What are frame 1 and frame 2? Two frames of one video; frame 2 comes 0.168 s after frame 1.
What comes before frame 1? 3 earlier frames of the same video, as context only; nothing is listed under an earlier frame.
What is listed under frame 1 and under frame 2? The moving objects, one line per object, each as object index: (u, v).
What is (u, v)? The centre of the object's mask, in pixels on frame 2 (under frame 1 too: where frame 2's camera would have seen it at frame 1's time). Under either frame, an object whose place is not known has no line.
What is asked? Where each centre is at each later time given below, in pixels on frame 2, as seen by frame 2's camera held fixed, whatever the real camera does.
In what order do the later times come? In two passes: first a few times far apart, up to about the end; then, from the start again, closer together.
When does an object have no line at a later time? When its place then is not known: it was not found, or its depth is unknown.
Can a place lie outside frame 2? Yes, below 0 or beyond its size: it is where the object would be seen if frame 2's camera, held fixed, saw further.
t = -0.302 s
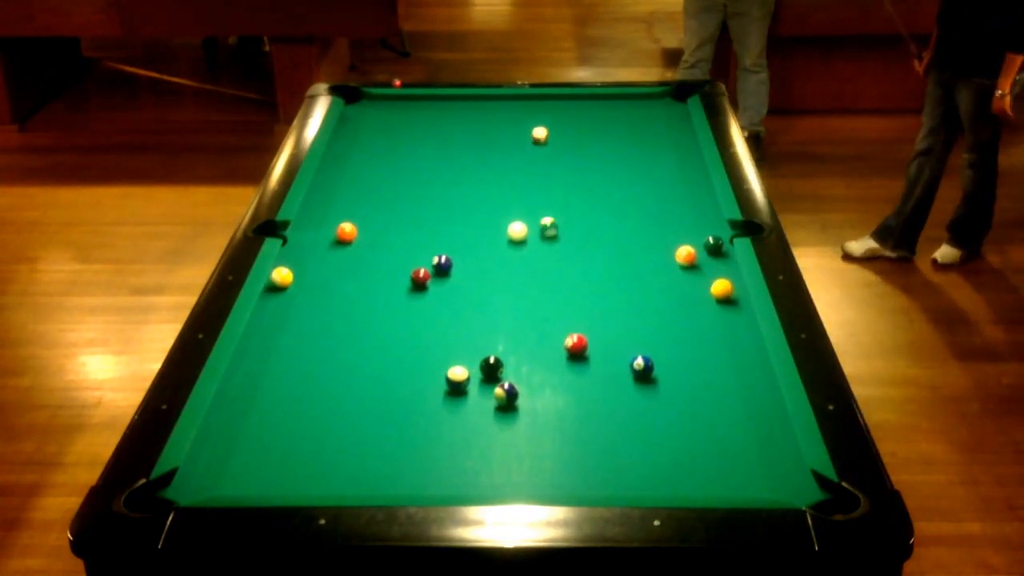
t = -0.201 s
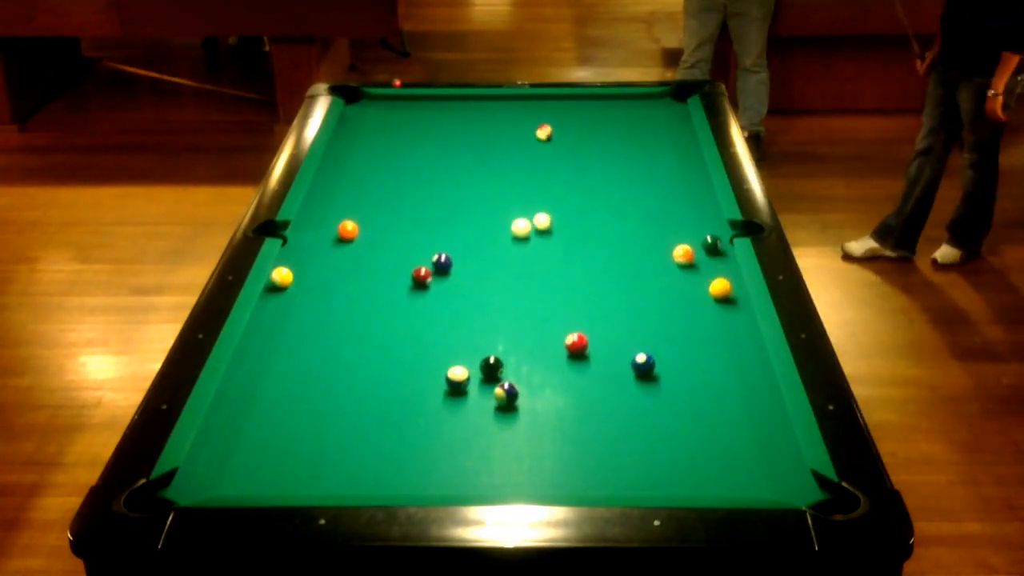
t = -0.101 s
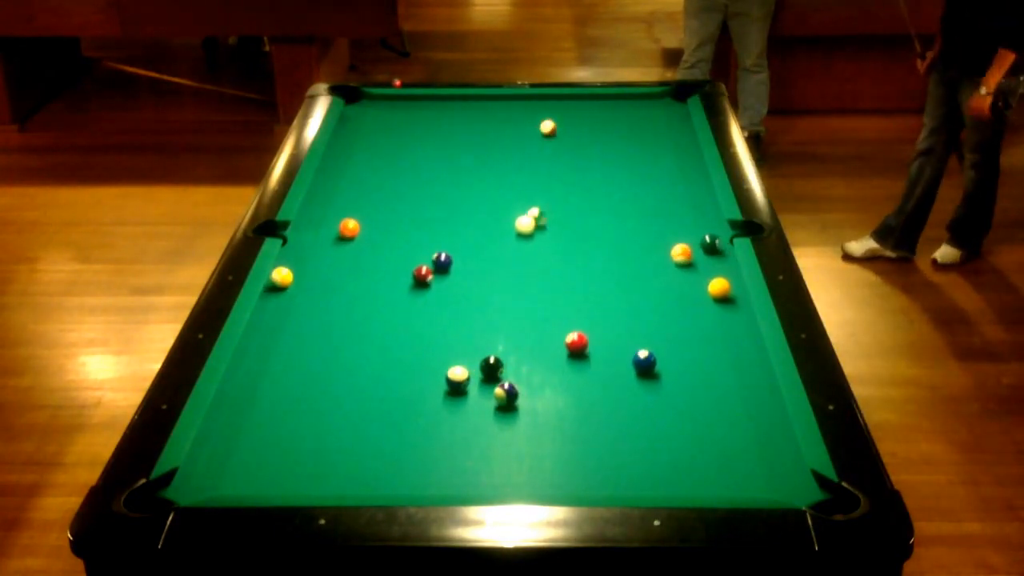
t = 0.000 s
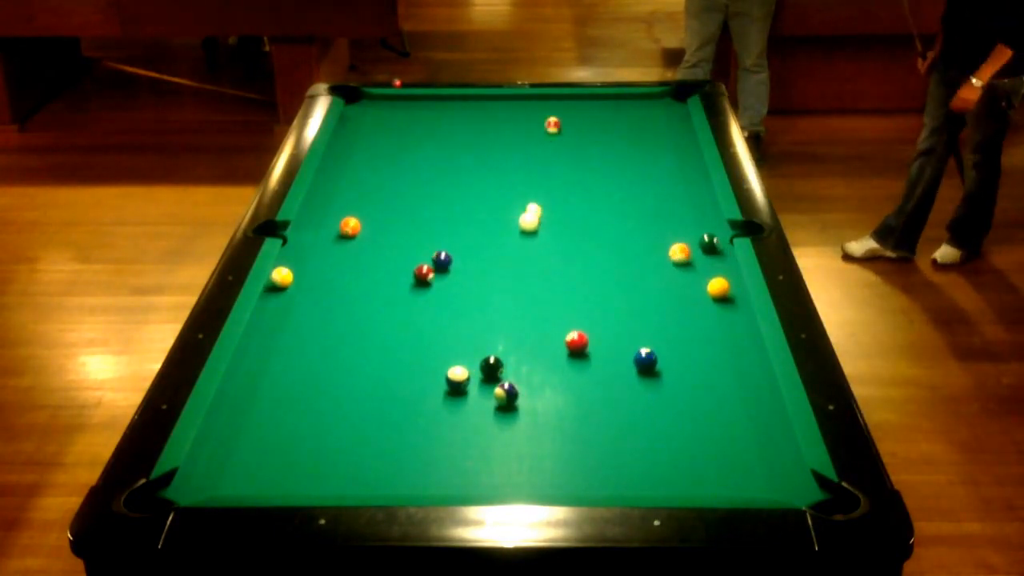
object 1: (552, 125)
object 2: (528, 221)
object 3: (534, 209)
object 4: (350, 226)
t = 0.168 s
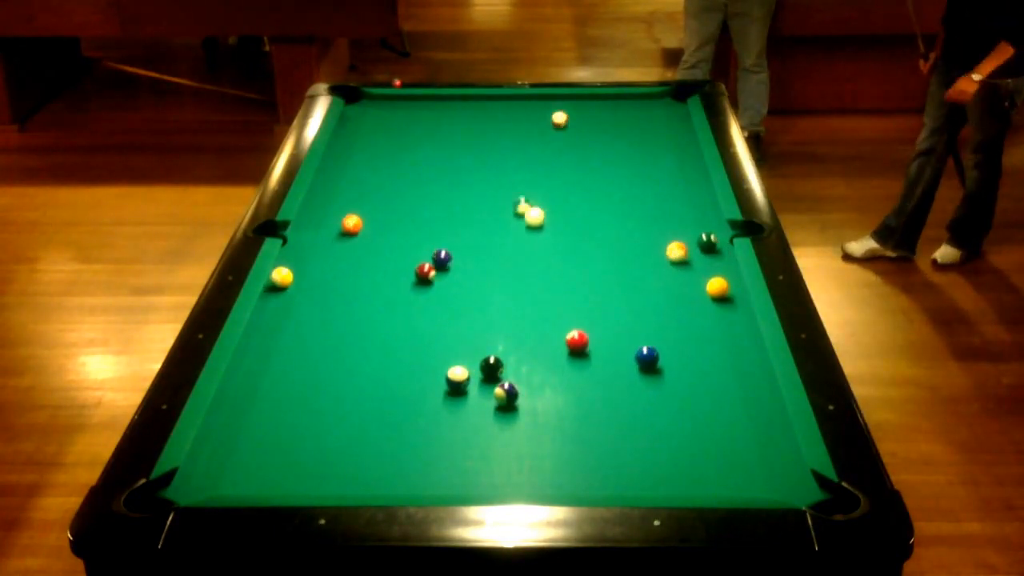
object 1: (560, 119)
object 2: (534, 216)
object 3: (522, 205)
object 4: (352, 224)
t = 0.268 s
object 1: (563, 117)
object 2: (538, 214)
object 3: (517, 200)
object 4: (353, 222)
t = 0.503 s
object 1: (571, 110)
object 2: (545, 208)
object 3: (508, 191)
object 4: (355, 220)
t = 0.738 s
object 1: (579, 104)
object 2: (551, 203)
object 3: (497, 185)
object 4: (356, 218)
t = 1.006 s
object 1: (586, 98)
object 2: (557, 198)
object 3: (488, 176)
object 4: (358, 217)
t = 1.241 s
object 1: (592, 97)
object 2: (562, 194)
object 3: (480, 166)
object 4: (358, 216)
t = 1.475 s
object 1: (596, 99)
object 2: (566, 191)
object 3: (472, 160)
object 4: (358, 216)
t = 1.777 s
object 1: (600, 102)
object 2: (570, 188)
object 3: (467, 154)
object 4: (358, 216)
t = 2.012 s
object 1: (602, 103)
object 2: (573, 186)
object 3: (461, 144)
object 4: (358, 216)
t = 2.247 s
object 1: (603, 104)
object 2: (575, 185)
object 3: (456, 145)
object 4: (359, 216)
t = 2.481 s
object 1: (604, 105)
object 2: (576, 184)
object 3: (450, 138)
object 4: (359, 216)
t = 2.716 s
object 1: (605, 105)
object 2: (576, 183)
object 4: (359, 216)
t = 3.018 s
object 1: (605, 106)
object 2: (576, 183)
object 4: (359, 216)
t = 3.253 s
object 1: (605, 106)
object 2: (576, 183)
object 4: (359, 216)
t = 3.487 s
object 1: (605, 105)
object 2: (576, 183)
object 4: (359, 216)
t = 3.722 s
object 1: (605, 105)
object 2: (576, 183)
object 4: (359, 216)
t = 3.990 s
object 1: (605, 105)
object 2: (576, 183)
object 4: (359, 216)
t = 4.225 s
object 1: (605, 105)
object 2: (576, 183)
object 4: (359, 216)
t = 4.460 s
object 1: (605, 105)
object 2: (576, 183)
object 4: (359, 216)
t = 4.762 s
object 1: (605, 105)
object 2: (576, 183)
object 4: (359, 216)
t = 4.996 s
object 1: (605, 105)
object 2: (576, 183)
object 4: (359, 216)
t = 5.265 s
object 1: (605, 105)
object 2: (576, 183)
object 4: (359, 216)
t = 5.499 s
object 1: (605, 105)
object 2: (576, 183)
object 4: (359, 216)
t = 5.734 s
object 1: (605, 105)
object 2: (576, 183)
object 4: (359, 216)
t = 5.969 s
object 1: (605, 105)
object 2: (576, 183)
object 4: (359, 216)
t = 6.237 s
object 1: (605, 105)
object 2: (576, 183)
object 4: (359, 216)
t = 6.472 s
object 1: (605, 105)
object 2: (576, 183)
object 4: (359, 216)
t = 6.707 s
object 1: (605, 105)
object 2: (576, 183)
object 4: (359, 216)
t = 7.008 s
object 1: (605, 105)
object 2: (576, 183)
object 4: (359, 216)
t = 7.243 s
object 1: (605, 105)
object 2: (576, 183)
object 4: (359, 216)
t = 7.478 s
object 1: (605, 105)
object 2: (576, 183)
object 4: (359, 216)
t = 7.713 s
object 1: (605, 105)
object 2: (576, 183)
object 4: (359, 216)
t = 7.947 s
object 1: (605, 105)
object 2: (576, 183)
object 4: (359, 216)
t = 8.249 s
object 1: (605, 105)
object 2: (576, 183)
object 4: (359, 216)
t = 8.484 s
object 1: (605, 105)
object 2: (576, 183)
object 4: (359, 216)
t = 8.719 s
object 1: (605, 105)
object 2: (576, 183)
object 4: (359, 216)
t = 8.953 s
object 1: (605, 105)
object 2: (576, 183)
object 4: (359, 216)
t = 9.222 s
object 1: (605, 105)
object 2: (576, 183)
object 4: (359, 216)
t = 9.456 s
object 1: (605, 105)
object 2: (576, 184)
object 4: (359, 216)
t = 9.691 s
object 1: (605, 105)
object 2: (576, 184)
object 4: (359, 216)
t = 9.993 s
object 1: (605, 105)
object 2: (576, 184)
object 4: (359, 216)
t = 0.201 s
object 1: (561, 118)
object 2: (535, 215)
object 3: (521, 205)
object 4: (352, 223)
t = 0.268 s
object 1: (563, 117)
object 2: (538, 214)
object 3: (517, 200)
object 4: (353, 222)
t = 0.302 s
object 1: (564, 117)
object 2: (539, 213)
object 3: (515, 198)
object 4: (353, 222)
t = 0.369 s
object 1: (566, 114)
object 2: (541, 211)
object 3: (512, 197)
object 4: (354, 221)
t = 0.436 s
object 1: (569, 111)
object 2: (543, 210)
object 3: (511, 195)
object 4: (354, 221)
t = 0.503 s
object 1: (571, 110)
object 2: (545, 208)
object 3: (508, 191)
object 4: (355, 220)
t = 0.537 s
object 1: (573, 110)
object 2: (546, 207)
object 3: (506, 189)
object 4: (355, 220)
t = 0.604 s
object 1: (575, 108)
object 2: (547, 206)
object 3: (502, 188)
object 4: (355, 219)
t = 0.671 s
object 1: (577, 106)
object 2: (549, 204)
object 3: (500, 187)
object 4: (356, 219)
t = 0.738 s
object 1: (579, 104)
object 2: (551, 203)
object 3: (497, 185)
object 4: (356, 218)
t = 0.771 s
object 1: (581, 103)
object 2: (552, 202)
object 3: (496, 182)
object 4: (357, 218)
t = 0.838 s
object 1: (582, 102)
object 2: (553, 201)
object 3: (492, 178)
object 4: (357, 217)
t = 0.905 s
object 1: (584, 101)
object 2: (555, 200)
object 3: (489, 175)
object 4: (357, 217)
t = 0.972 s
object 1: (586, 99)
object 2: (556, 199)
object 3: (487, 175)
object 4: (358, 217)
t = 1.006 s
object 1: (586, 98)
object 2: (557, 198)
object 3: (488, 176)
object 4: (358, 217)
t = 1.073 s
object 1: (588, 97)
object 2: (558, 197)
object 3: (486, 172)
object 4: (358, 216)
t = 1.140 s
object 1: (590, 96)
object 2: (560, 196)
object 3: (483, 169)
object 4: (358, 216)
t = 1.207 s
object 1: (592, 97)
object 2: (561, 195)
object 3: (481, 166)
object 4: (358, 216)
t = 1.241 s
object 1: (592, 97)
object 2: (562, 194)
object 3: (480, 166)
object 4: (358, 216)
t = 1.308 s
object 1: (593, 98)
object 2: (563, 193)
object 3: (478, 168)
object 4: (358, 216)
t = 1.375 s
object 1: (595, 98)
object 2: (564, 193)
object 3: (476, 165)
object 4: (358, 216)
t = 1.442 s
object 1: (596, 99)
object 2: (565, 192)
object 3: (474, 161)
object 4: (358, 216)
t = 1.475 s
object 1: (596, 99)
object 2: (566, 191)
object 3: (472, 160)
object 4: (358, 216)
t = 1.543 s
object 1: (598, 100)
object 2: (567, 190)
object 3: (470, 157)
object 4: (358, 216)
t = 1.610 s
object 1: (598, 101)
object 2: (568, 189)
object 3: (467, 156)
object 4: (358, 216)
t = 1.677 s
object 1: (599, 101)
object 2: (569, 189)
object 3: (468, 158)
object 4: (358, 216)
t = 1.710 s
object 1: (599, 102)
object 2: (569, 188)
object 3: (468, 157)
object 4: (358, 216)
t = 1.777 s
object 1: (600, 102)
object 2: (570, 188)
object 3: (467, 154)
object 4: (358, 216)
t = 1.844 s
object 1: (600, 102)
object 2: (571, 187)
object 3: (465, 151)
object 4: (359, 216)
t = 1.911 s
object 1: (601, 103)
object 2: (572, 187)
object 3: (463, 148)
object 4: (358, 216)
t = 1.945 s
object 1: (601, 103)
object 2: (572, 187)
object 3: (462, 147)
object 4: (358, 216)
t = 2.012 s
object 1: (602, 103)
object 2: (573, 186)
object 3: (461, 144)
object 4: (358, 216)
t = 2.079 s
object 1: (602, 103)
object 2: (573, 186)
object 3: (459, 151)
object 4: (358, 216)
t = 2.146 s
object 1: (602, 104)
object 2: (574, 185)
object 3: (458, 149)
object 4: (358, 216)
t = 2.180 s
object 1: (603, 104)
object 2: (574, 185)
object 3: (457, 148)
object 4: (359, 216)
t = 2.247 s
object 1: (603, 104)
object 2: (575, 185)
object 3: (456, 145)
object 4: (359, 216)
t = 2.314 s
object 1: (604, 105)
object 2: (575, 184)
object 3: (454, 143)
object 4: (359, 216)
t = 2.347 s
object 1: (604, 104)
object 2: (575, 184)
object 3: (453, 141)
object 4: (359, 216)
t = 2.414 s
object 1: (604, 104)
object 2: (575, 184)
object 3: (451, 139)
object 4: (359, 216)
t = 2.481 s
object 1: (604, 105)
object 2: (576, 184)
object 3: (450, 138)
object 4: (359, 216)
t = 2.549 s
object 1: (605, 105)
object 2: (576, 183)
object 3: (448, 137)
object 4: (359, 216)
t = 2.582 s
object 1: (605, 105)
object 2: (576, 183)
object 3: (447, 138)
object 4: (359, 216)
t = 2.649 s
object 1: (605, 105)
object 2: (576, 183)
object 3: (446, 138)
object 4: (359, 216)
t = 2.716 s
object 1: (605, 105)
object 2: (576, 183)
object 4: (359, 216)
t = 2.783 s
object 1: (605, 105)
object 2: (576, 183)
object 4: (359, 216)
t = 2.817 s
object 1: (605, 105)
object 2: (576, 183)
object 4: (359, 216)
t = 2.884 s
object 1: (605, 105)
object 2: (576, 183)
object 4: (359, 216)
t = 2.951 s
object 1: (605, 106)
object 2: (576, 183)
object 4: (359, 216)
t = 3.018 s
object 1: (605, 106)
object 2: (576, 183)
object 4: (359, 216)
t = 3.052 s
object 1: (605, 106)
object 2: (576, 183)
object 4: (359, 216)
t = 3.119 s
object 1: (605, 105)
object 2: (576, 183)
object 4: (359, 216)
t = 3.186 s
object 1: (605, 105)
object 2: (576, 183)
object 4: (359, 216)
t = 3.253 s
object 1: (605, 106)
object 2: (576, 183)
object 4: (359, 216)
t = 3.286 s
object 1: (605, 105)
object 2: (576, 183)
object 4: (359, 216)
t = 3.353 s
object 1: (605, 105)
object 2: (576, 183)
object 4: (359, 216)
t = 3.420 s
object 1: (605, 105)
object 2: (576, 183)
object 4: (359, 216)
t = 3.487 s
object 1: (605, 105)
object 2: (576, 183)
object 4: (359, 216)
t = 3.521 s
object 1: (605, 105)
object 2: (576, 183)
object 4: (359, 216)
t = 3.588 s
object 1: (605, 105)
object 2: (576, 183)
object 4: (359, 216)
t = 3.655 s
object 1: (605, 105)
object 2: (576, 183)
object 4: (359, 216)
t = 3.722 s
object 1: (605, 105)
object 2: (576, 183)
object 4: (359, 216)
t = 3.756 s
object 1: (605, 105)
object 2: (576, 183)
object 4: (359, 216)
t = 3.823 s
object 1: (605, 105)
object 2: (576, 183)
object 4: (359, 216)
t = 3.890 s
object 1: (605, 105)
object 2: (576, 183)
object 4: (359, 216)
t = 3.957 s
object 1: (605, 105)
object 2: (576, 183)
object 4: (359, 216)
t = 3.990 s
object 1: (605, 105)
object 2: (576, 183)
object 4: (359, 216)
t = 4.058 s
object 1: (605, 105)
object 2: (576, 183)
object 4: (359, 216)
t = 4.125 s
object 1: (605, 105)
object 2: (576, 183)
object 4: (359, 216)
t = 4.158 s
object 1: (605, 105)
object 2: (576, 183)
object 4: (359, 216)
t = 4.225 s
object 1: (605, 105)
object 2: (576, 183)
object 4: (359, 216)
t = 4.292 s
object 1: (605, 105)
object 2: (576, 183)
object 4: (359, 216)
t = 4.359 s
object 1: (605, 105)
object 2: (576, 183)
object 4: (359, 216)
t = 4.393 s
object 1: (605, 105)
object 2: (576, 183)
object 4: (359, 216)
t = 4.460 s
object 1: (605, 105)
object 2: (576, 183)
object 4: (359, 216)
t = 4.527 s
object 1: (605, 105)
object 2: (576, 183)
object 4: (359, 216)
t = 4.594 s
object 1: (605, 105)
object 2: (576, 183)
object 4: (359, 216)
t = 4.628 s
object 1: (605, 105)
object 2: (576, 183)
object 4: (359, 216)
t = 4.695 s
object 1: (605, 105)
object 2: (576, 183)
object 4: (359, 216)
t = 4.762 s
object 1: (605, 105)
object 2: (576, 183)
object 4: (359, 216)
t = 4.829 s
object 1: (605, 105)
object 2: (576, 183)
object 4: (359, 216)
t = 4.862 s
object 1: (605, 105)
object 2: (576, 183)
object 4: (359, 216)
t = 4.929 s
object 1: (605, 105)
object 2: (576, 183)
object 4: (359, 216)
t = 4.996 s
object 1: (605, 105)
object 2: (576, 183)
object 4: (359, 216)
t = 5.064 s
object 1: (605, 105)
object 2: (576, 183)
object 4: (359, 216)
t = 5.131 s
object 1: (605, 105)
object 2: (576, 183)
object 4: (359, 216)
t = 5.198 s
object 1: (605, 105)
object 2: (576, 183)
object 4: (359, 216)
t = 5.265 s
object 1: (605, 105)
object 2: (576, 183)
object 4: (359, 216)
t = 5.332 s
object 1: (605, 105)
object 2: (576, 183)
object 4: (359, 216)
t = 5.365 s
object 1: (605, 105)
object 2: (576, 183)
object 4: (359, 216)
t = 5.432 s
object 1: (605, 105)
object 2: (576, 183)
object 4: (359, 216)
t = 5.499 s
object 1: (605, 105)
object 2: (576, 183)
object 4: (359, 216)
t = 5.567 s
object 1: (605, 105)
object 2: (576, 183)
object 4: (359, 216)
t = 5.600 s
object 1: (605, 105)
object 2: (576, 183)
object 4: (359, 216)
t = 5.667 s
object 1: (605, 105)
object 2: (576, 183)
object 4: (359, 216)
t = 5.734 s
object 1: (605, 105)
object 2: (576, 183)
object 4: (359, 216)
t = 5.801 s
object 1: (605, 105)
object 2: (576, 183)
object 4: (359, 216)
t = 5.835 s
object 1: (605, 105)
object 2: (576, 183)
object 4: (359, 216)
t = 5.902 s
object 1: (605, 105)
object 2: (576, 183)
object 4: (359, 216)
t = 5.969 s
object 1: (605, 105)
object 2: (576, 183)
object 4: (359, 216)
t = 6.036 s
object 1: (605, 105)
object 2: (576, 183)
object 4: (359, 216)
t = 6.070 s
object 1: (605, 105)
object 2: (576, 183)
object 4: (359, 216)
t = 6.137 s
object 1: (605, 105)
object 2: (576, 183)
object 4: (359, 216)
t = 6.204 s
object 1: (605, 105)
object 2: (576, 183)
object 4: (359, 216)
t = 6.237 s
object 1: (605, 105)
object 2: (576, 183)
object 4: (359, 216)
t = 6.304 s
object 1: (605, 105)
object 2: (576, 183)
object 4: (359, 216)
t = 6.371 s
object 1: (605, 105)
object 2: (576, 183)
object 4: (359, 216)
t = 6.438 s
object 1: (605, 105)
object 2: (576, 183)
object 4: (359, 216)
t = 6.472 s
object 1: (605, 105)
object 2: (576, 183)
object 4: (359, 216)
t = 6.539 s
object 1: (605, 105)
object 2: (576, 183)
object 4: (359, 216)
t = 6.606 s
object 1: (605, 105)
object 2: (576, 183)
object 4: (359, 216)
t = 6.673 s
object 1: (605, 105)
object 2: (576, 183)
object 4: (359, 216)
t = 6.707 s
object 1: (605, 105)
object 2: (576, 183)
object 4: (359, 216)
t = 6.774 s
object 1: (605, 105)
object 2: (576, 183)
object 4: (359, 216)
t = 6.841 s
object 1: (605, 105)
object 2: (576, 183)
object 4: (359, 216)
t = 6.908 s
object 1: (605, 105)
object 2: (576, 183)
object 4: (359, 216)
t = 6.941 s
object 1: (605, 105)
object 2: (576, 183)
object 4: (359, 216)
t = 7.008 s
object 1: (605, 105)
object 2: (576, 183)
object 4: (359, 216)
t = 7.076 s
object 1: (605, 105)
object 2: (576, 183)
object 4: (359, 216)
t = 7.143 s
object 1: (605, 105)
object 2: (576, 183)
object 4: (359, 216)
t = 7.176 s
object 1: (605, 105)
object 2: (576, 183)
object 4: (359, 216)
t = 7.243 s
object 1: (605, 105)
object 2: (576, 183)
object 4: (359, 216)
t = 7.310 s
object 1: (605, 105)
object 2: (576, 183)
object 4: (359, 216)
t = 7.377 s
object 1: (605, 105)
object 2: (576, 183)
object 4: (359, 216)
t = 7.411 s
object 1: (605, 105)
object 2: (576, 183)
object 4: (359, 216)
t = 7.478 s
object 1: (605, 105)
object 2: (576, 183)
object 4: (359, 216)
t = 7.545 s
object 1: (605, 105)
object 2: (576, 183)
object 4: (359, 216)
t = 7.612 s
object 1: (605, 105)
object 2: (576, 183)
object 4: (359, 216)
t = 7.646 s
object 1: (605, 105)
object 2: (576, 183)
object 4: (359, 216)
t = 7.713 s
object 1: (605, 105)
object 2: (576, 183)
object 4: (359, 216)
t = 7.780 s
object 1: (605, 105)
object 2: (576, 183)
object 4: (359, 216)
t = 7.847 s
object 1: (605, 105)
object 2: (576, 183)
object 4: (359, 216)
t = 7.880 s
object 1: (605, 105)
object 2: (576, 183)
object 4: (359, 216)
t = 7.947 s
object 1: (605, 105)
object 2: (576, 183)
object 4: (359, 216)
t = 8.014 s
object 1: (605, 105)
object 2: (576, 183)
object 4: (359, 216)
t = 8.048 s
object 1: (605, 105)
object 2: (576, 183)
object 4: (359, 216)
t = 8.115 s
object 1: (605, 105)
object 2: (576, 183)
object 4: (359, 216)
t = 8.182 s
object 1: (605, 105)
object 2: (576, 183)
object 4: (359, 216)
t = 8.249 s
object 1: (605, 105)
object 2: (576, 183)
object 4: (359, 216)
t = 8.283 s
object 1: (605, 105)
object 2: (576, 183)
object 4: (359, 216)
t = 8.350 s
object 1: (605, 105)
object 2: (576, 183)
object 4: (359, 216)
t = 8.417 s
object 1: (605, 105)
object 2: (576, 183)
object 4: (359, 216)
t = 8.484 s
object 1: (605, 105)
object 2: (576, 183)
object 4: (359, 216)
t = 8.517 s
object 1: (605, 105)
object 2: (576, 183)
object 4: (359, 216)
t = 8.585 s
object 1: (605, 105)
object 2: (576, 183)
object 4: (359, 216)
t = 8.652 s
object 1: (605, 105)
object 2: (576, 183)
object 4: (359, 216)
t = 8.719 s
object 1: (605, 105)
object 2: (576, 183)
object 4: (359, 216)
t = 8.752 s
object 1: (605, 105)
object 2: (576, 183)
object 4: (359, 216)
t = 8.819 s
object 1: (605, 105)
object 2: (576, 183)
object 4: (359, 216)
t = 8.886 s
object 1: (605, 105)
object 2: (576, 183)
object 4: (359, 216)
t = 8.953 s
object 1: (605, 105)
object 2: (576, 183)
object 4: (359, 216)
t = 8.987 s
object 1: (605, 105)
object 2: (576, 183)
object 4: (359, 216)
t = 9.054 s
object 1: (605, 105)
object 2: (576, 183)
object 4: (359, 216)
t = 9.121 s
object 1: (605, 105)
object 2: (576, 183)
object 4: (359, 216)
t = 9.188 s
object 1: (605, 105)
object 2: (576, 183)
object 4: (359, 216)
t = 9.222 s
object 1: (605, 105)
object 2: (576, 183)
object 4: (359, 216)
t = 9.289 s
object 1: (605, 105)
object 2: (576, 184)
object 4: (359, 216)
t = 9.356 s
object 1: (605, 105)
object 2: (576, 184)
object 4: (359, 216)
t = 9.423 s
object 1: (605, 105)
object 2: (576, 184)
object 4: (359, 216)
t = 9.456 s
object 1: (605, 105)
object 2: (576, 184)
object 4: (359, 216)
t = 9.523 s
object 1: (605, 105)
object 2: (576, 184)
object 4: (359, 216)
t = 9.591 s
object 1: (605, 105)
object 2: (576, 184)
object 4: (359, 216)
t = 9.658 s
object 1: (605, 105)
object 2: (576, 184)
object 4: (359, 216)
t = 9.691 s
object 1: (605, 105)
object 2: (576, 184)
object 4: (359, 216)
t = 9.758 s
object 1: (605, 105)
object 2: (576, 184)
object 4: (359, 216)
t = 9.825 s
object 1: (605, 105)
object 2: (576, 183)
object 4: (359, 216)
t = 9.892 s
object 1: (605, 105)
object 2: (576, 184)
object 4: (359, 216)
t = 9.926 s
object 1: (605, 105)
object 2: (576, 184)
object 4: (359, 216)
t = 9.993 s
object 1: (605, 105)
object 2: (576, 184)
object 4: (359, 216)
